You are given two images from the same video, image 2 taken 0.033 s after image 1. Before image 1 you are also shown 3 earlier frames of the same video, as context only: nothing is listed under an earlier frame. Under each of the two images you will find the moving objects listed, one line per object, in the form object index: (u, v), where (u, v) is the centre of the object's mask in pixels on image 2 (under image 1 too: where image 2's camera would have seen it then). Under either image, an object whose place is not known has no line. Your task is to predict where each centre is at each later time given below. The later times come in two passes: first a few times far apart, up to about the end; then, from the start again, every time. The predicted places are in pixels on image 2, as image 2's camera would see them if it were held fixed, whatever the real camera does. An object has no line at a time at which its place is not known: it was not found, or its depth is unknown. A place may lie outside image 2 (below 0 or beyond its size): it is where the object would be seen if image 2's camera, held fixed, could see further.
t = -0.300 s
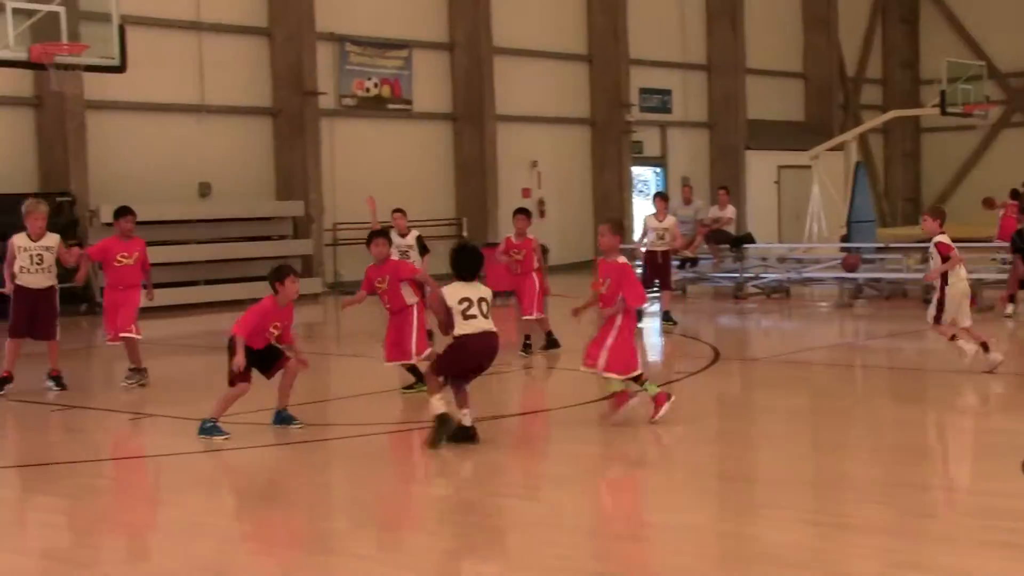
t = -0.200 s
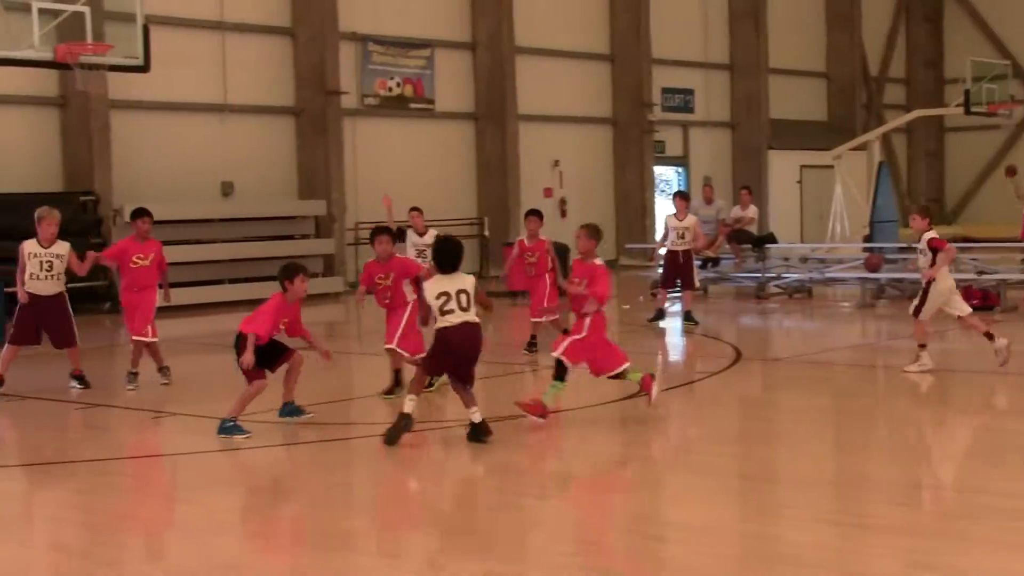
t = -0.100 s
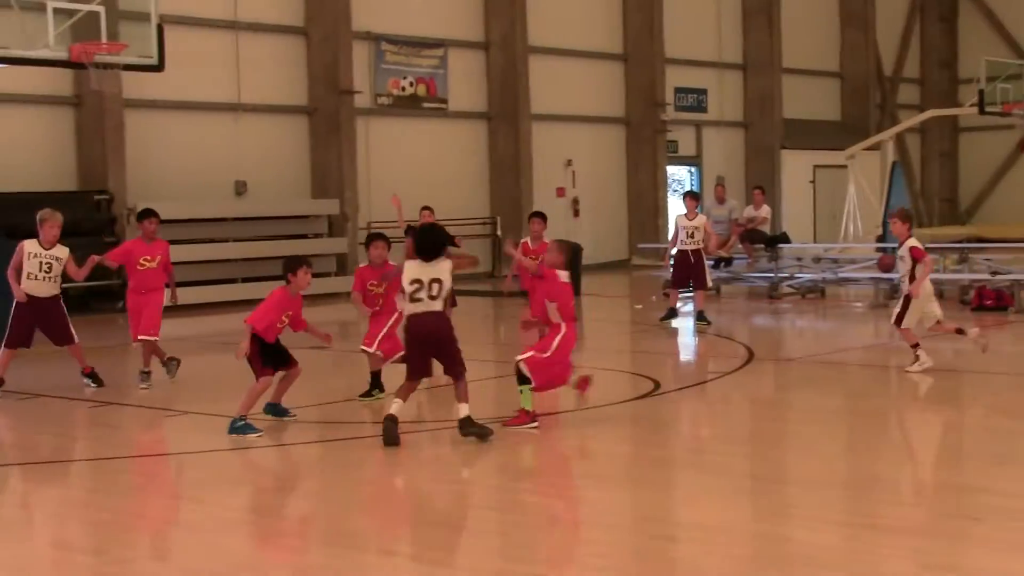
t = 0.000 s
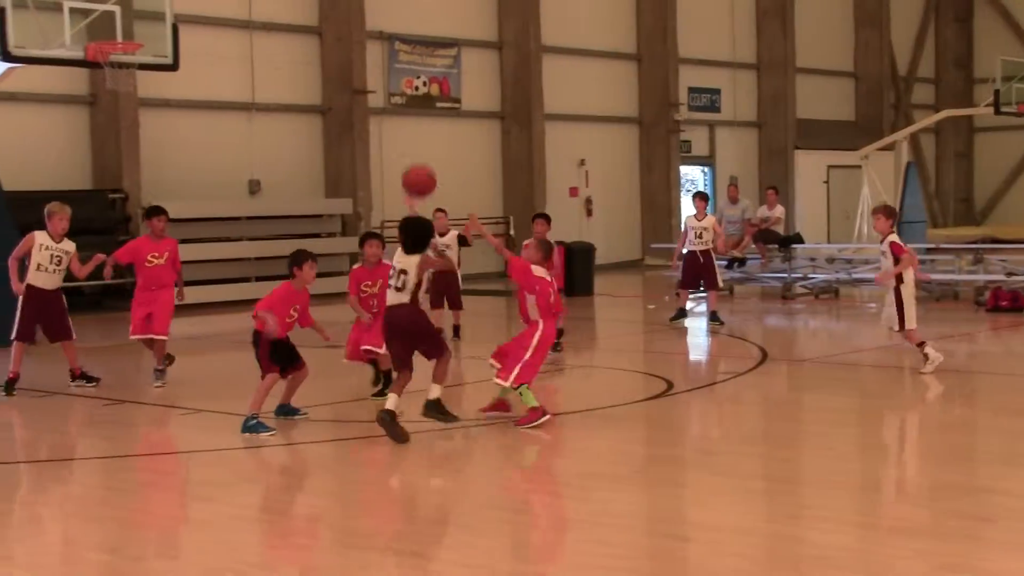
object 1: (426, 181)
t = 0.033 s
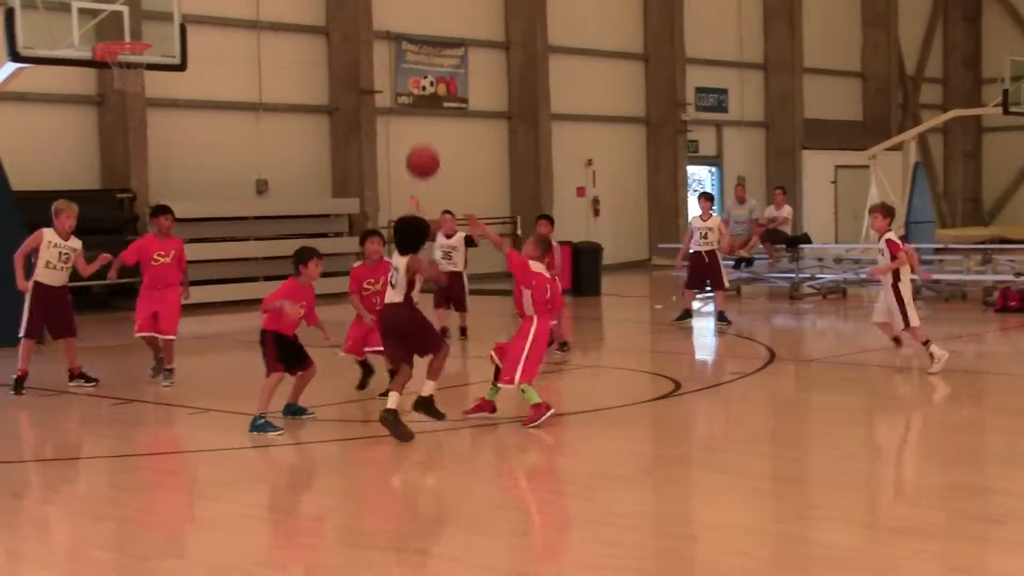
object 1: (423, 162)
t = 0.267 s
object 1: (402, 87)
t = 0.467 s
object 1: (391, 85)
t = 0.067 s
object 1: (419, 145)
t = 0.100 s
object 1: (416, 131)
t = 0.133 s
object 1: (412, 118)
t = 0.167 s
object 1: (410, 108)
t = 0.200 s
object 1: (407, 99)
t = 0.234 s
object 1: (406, 92)
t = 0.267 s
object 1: (402, 87)
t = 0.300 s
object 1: (400, 83)
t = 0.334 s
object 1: (398, 81)
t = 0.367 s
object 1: (396, 81)
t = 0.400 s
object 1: (395, 81)
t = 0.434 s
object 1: (393, 82)
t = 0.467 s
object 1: (391, 85)
